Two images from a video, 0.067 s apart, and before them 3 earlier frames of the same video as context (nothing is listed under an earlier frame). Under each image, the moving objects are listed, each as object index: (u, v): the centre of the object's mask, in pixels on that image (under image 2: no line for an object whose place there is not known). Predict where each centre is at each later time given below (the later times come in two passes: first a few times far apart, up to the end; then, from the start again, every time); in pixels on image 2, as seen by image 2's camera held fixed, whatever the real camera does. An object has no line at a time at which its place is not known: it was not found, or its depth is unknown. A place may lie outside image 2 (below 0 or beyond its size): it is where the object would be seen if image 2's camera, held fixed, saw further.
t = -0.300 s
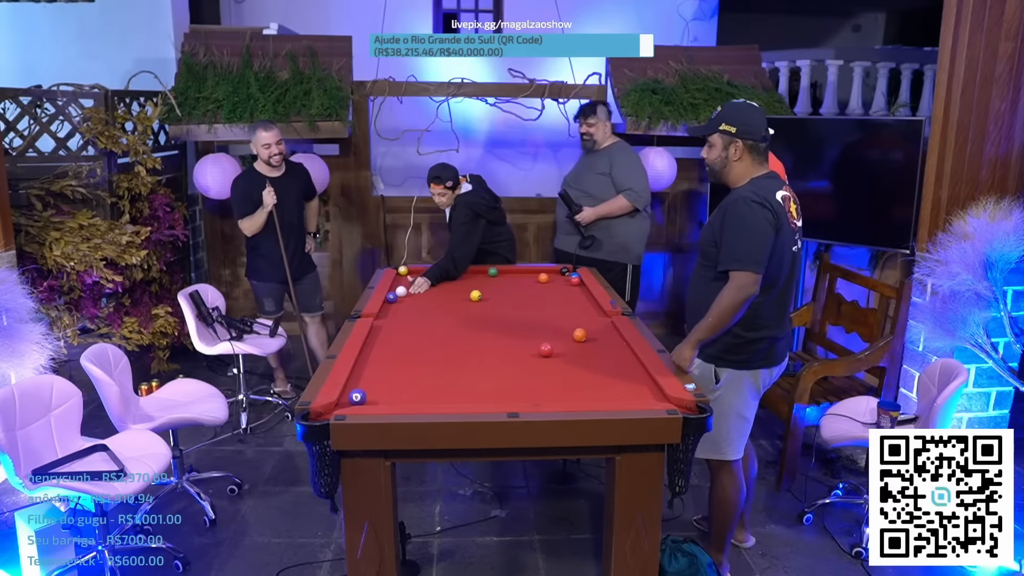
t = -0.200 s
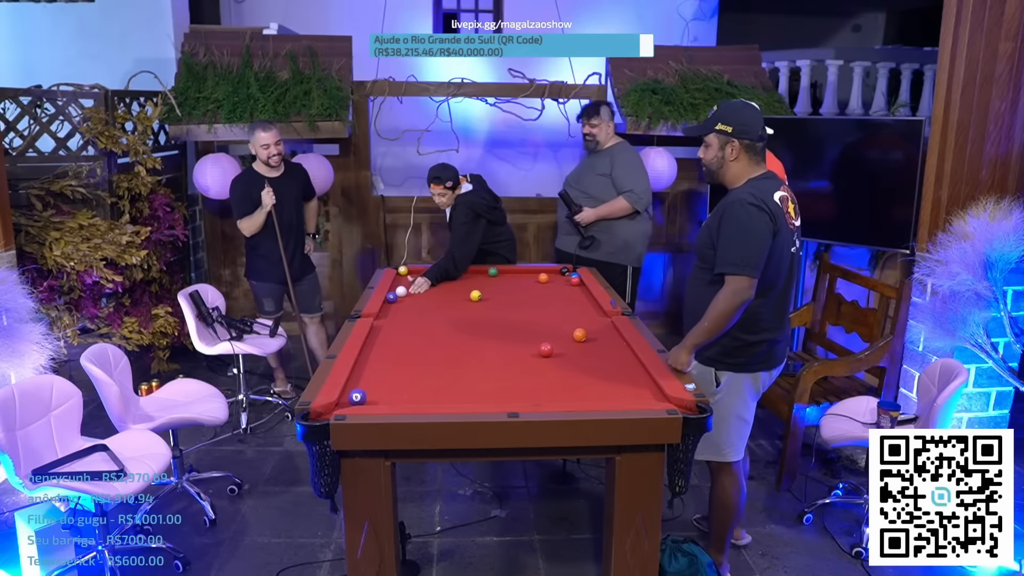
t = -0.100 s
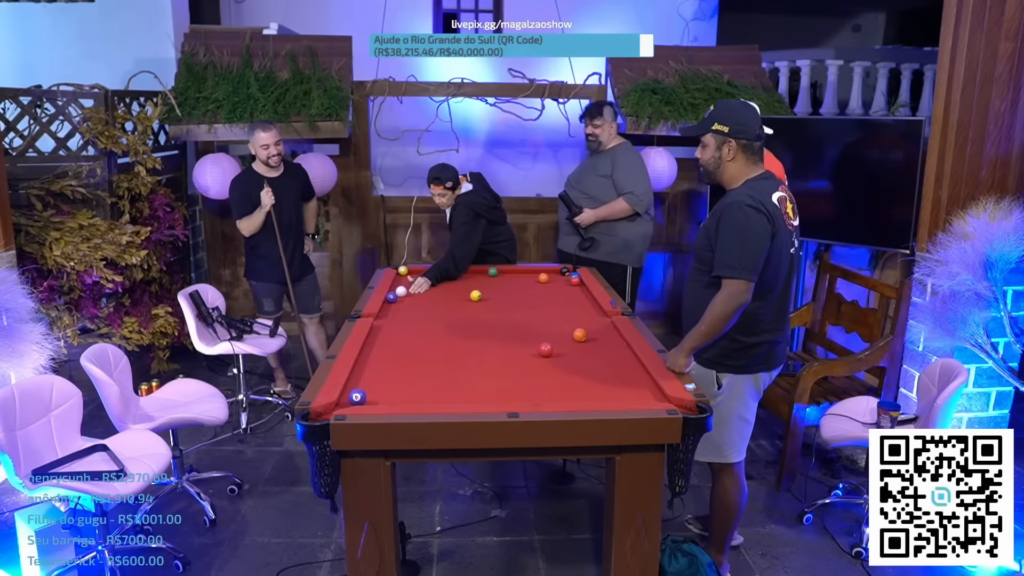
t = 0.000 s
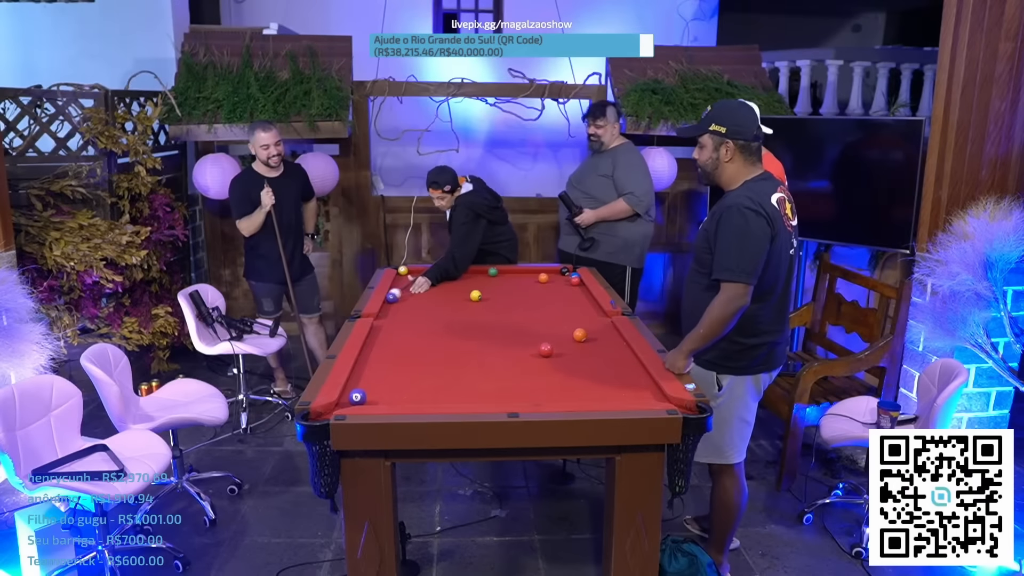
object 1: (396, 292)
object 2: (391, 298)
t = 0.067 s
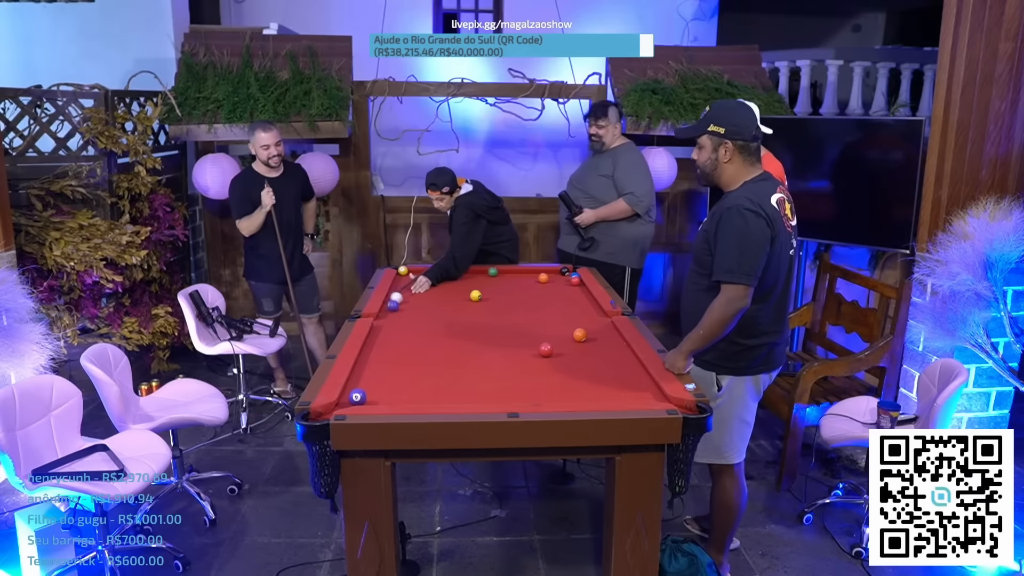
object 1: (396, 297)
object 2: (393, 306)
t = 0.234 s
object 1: (417, 307)
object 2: (402, 326)
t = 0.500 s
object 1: (455, 323)
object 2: (417, 359)
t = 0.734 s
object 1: (492, 340)
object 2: (435, 397)
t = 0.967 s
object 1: (534, 358)
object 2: (459, 382)
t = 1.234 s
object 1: (590, 382)
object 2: (482, 359)
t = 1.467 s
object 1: (642, 395)
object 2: (499, 343)
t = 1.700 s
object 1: (633, 383)
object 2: (512, 330)
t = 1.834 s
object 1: (615, 376)
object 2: (519, 322)
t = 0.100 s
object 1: (400, 300)
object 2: (394, 310)
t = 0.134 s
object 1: (405, 302)
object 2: (397, 314)
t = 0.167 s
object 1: (409, 304)
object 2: (399, 318)
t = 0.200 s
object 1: (413, 305)
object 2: (400, 322)
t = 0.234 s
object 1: (417, 307)
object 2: (402, 326)
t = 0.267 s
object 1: (422, 309)
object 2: (404, 330)
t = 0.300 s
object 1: (426, 311)
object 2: (406, 333)
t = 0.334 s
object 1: (431, 313)
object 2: (407, 337)
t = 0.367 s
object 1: (435, 315)
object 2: (409, 341)
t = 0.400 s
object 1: (440, 317)
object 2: (411, 346)
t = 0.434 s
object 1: (445, 319)
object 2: (413, 350)
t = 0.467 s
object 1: (450, 321)
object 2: (415, 354)
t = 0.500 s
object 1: (455, 323)
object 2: (417, 359)
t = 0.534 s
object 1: (460, 325)
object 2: (419, 364)
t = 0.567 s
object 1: (465, 328)
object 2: (422, 369)
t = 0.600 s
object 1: (470, 330)
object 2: (424, 374)
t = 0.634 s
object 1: (475, 332)
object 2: (427, 380)
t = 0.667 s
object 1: (481, 335)
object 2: (429, 385)
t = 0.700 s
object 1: (486, 337)
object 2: (432, 391)
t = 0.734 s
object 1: (492, 340)
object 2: (435, 397)
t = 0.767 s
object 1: (498, 342)
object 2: (437, 401)
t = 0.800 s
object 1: (504, 345)
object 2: (441, 399)
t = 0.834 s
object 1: (509, 347)
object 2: (445, 396)
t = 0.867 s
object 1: (515, 350)
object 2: (449, 392)
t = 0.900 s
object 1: (522, 352)
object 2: (453, 388)
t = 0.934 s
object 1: (528, 355)
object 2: (456, 385)
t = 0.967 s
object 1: (534, 358)
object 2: (459, 382)
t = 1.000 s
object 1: (541, 361)
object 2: (463, 379)
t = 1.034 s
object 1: (547, 363)
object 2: (466, 376)
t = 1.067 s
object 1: (554, 366)
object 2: (469, 373)
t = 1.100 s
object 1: (561, 369)
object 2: (471, 370)
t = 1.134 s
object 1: (568, 372)
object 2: (474, 367)
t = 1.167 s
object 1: (575, 375)
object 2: (477, 364)
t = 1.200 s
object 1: (582, 379)
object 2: (480, 362)
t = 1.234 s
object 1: (590, 382)
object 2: (482, 359)
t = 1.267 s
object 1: (598, 385)
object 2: (485, 356)
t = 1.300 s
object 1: (605, 389)
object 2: (487, 354)
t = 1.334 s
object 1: (613, 392)
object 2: (490, 352)
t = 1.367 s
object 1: (621, 395)
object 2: (492, 349)
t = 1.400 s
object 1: (629, 396)
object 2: (494, 348)
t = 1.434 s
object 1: (637, 396)
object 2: (496, 345)
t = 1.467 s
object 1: (642, 395)
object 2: (499, 343)
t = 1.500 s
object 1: (647, 394)
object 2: (501, 341)
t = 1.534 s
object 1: (652, 392)
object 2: (503, 339)
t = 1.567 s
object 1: (654, 390)
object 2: (505, 337)
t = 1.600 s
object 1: (648, 388)
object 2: (507, 335)
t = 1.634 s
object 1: (642, 386)
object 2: (509, 333)
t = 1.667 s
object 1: (637, 385)
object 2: (510, 331)
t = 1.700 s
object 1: (633, 383)
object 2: (512, 330)
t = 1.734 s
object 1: (628, 381)
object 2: (514, 327)
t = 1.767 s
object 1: (624, 380)
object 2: (516, 326)
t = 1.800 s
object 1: (619, 378)
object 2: (518, 324)
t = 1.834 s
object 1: (615, 376)
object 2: (519, 322)
